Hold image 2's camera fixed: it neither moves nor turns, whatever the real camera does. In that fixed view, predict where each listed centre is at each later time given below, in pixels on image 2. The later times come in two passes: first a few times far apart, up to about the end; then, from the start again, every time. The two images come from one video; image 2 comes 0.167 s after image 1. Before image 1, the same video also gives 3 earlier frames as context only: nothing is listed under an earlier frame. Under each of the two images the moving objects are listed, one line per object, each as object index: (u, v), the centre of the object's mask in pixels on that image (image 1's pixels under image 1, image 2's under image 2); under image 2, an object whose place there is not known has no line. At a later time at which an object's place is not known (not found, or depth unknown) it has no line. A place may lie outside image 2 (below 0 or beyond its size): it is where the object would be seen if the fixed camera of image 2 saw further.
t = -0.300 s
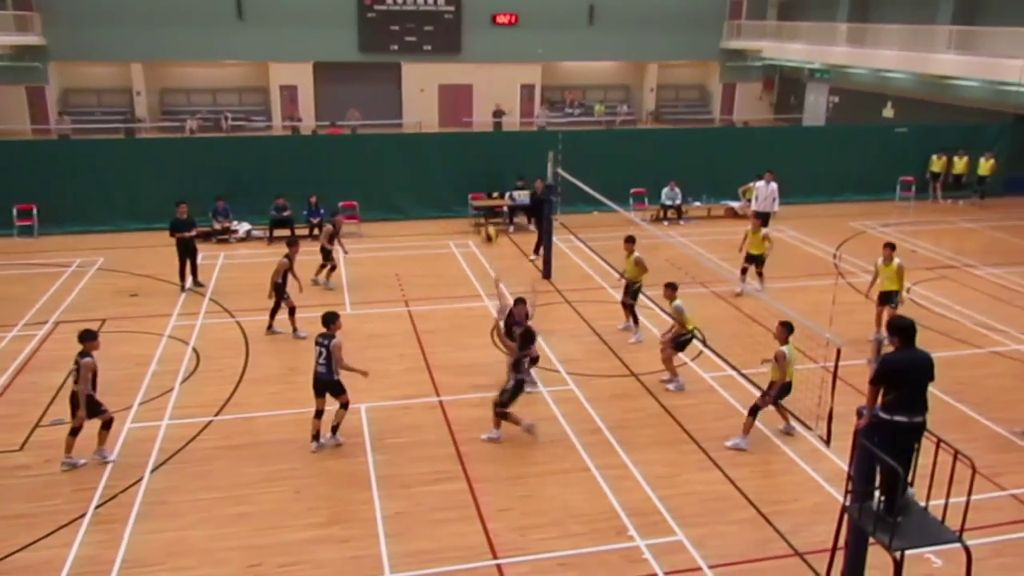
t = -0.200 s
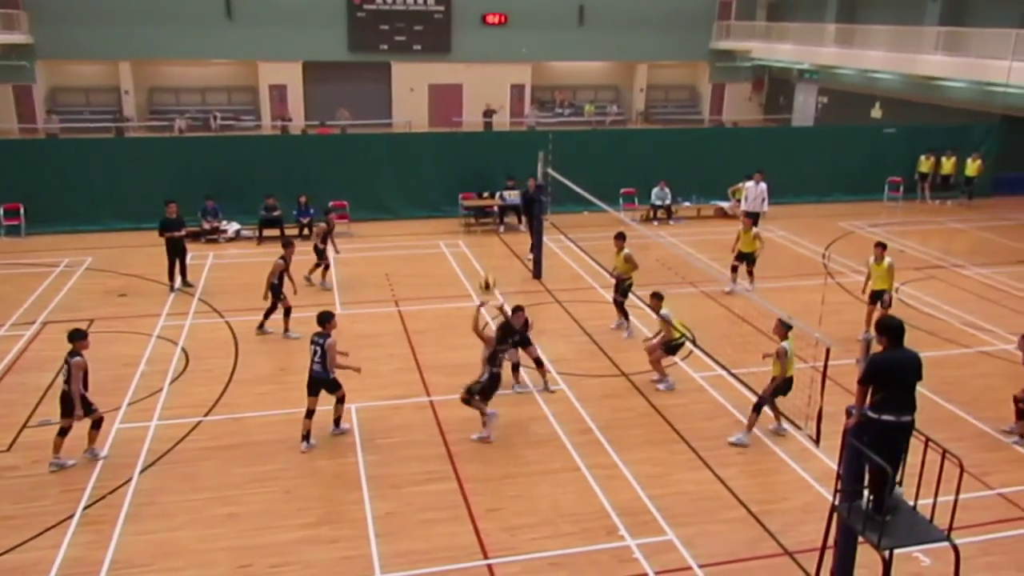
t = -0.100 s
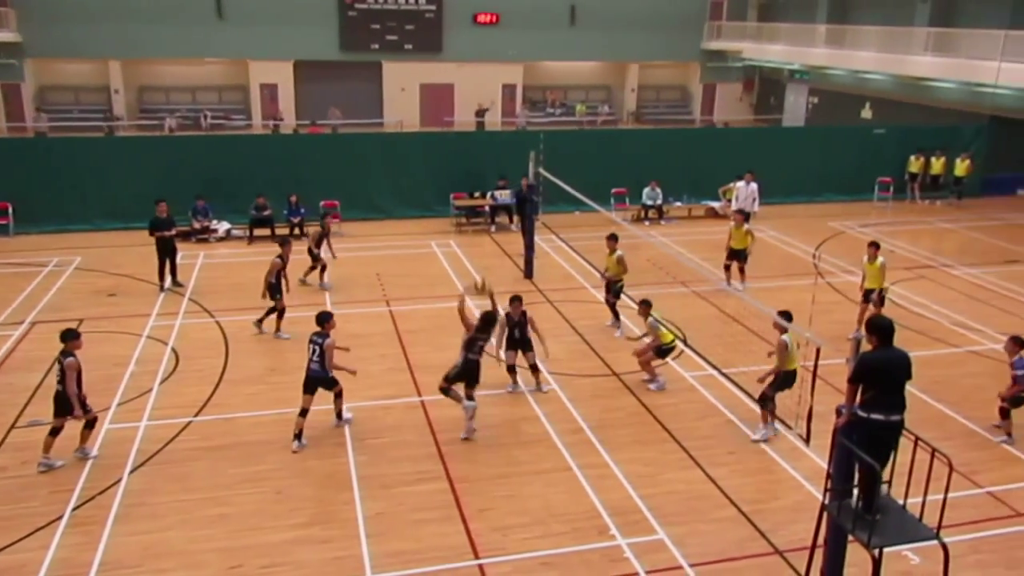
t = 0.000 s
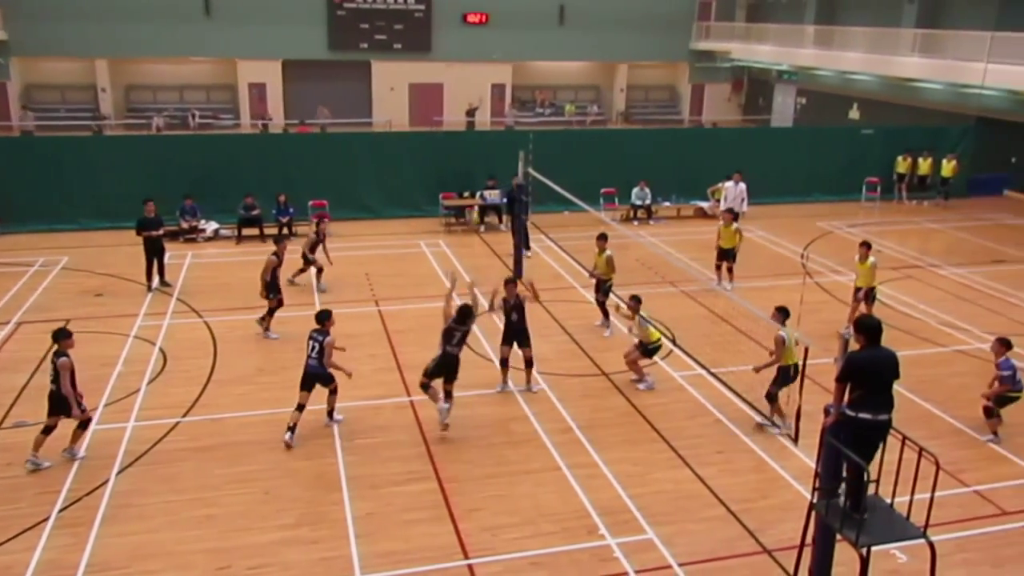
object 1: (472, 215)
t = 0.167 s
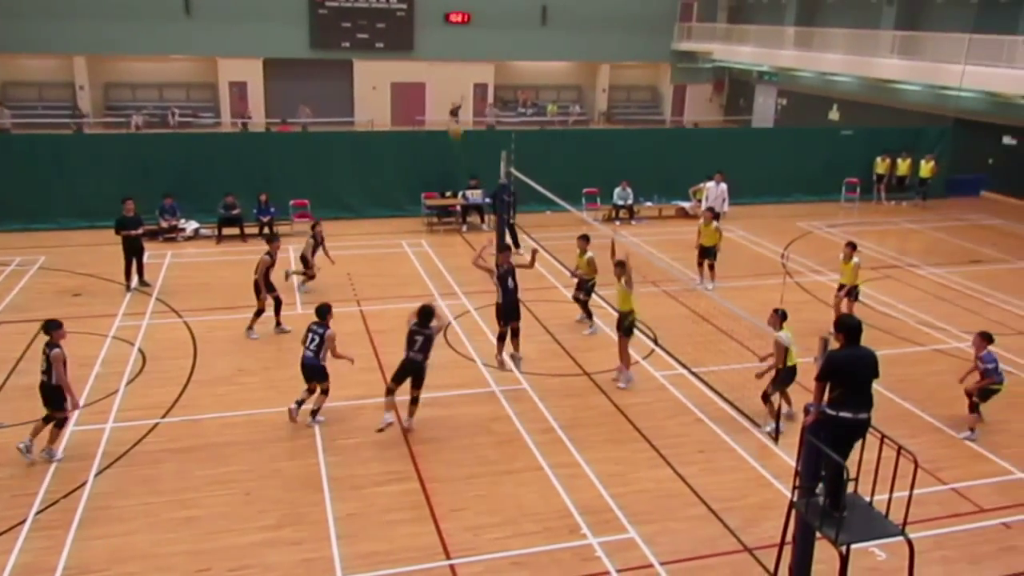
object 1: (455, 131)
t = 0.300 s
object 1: (454, 81)
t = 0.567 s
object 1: (454, 32)
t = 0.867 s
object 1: (453, 40)
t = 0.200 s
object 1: (454, 119)
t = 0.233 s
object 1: (455, 102)
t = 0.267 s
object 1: (455, 92)
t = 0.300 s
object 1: (454, 81)
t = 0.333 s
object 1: (454, 72)
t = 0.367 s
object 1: (454, 63)
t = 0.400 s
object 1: (454, 55)
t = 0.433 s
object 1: (455, 49)
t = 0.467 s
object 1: (454, 43)
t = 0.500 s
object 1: (454, 39)
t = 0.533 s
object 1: (455, 35)
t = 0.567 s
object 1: (454, 32)
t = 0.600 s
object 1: (454, 30)
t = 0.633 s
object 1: (454, 29)
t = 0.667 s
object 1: (454, 29)
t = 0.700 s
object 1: (453, 29)
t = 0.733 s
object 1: (453, 29)
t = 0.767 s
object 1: (453, 31)
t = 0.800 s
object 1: (453, 33)
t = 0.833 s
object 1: (453, 35)
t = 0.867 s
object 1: (453, 40)
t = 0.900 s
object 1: (454, 44)
